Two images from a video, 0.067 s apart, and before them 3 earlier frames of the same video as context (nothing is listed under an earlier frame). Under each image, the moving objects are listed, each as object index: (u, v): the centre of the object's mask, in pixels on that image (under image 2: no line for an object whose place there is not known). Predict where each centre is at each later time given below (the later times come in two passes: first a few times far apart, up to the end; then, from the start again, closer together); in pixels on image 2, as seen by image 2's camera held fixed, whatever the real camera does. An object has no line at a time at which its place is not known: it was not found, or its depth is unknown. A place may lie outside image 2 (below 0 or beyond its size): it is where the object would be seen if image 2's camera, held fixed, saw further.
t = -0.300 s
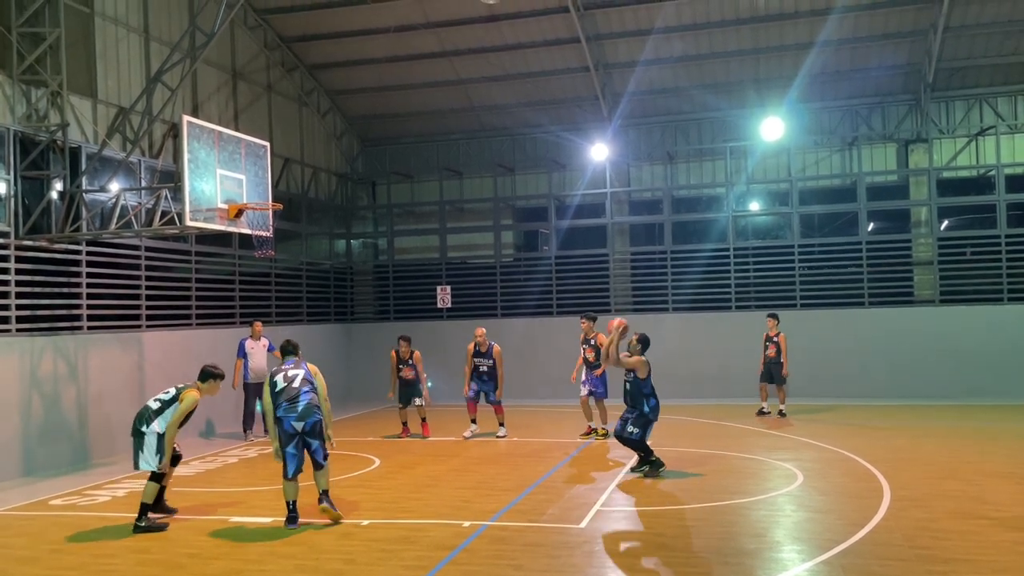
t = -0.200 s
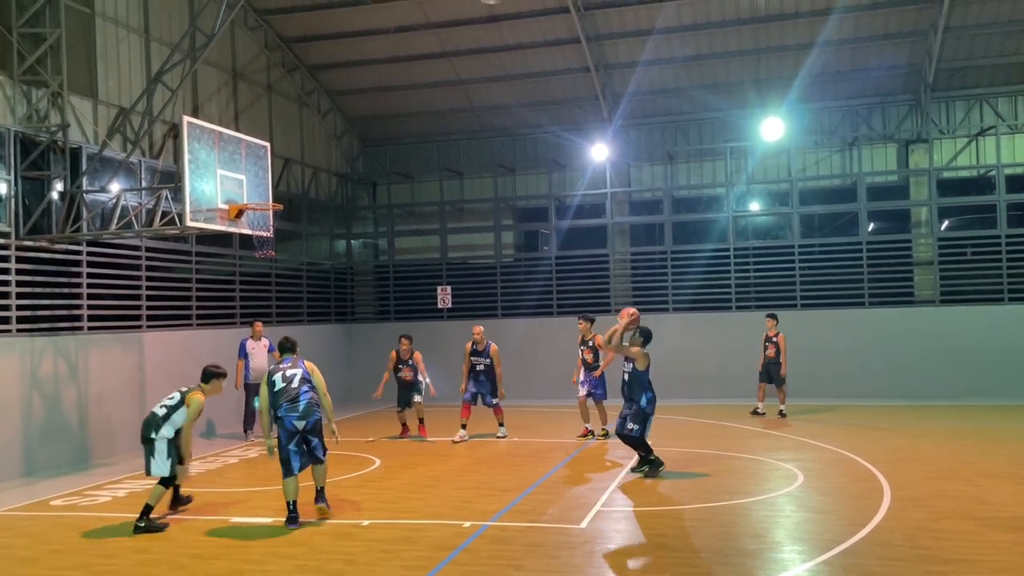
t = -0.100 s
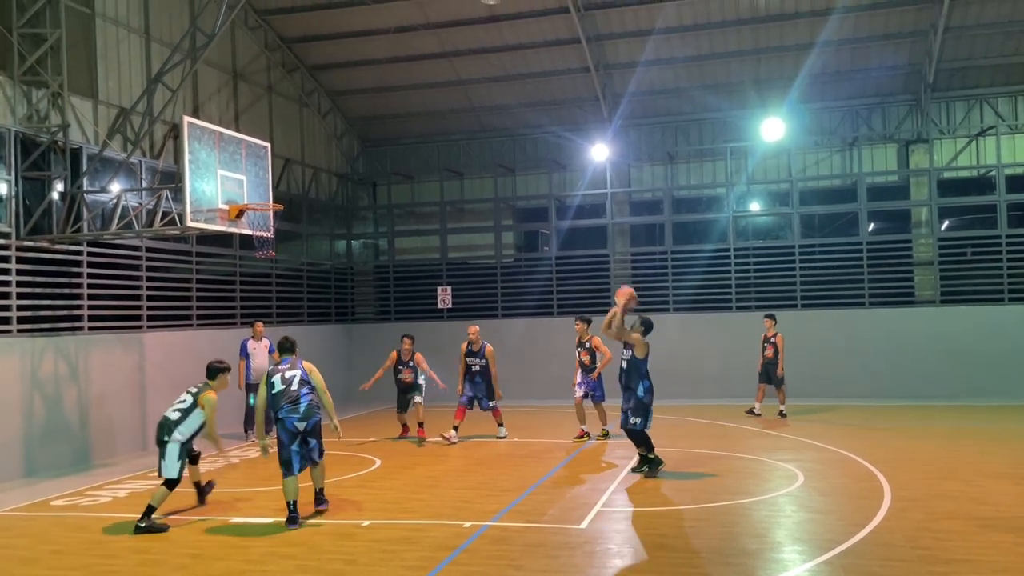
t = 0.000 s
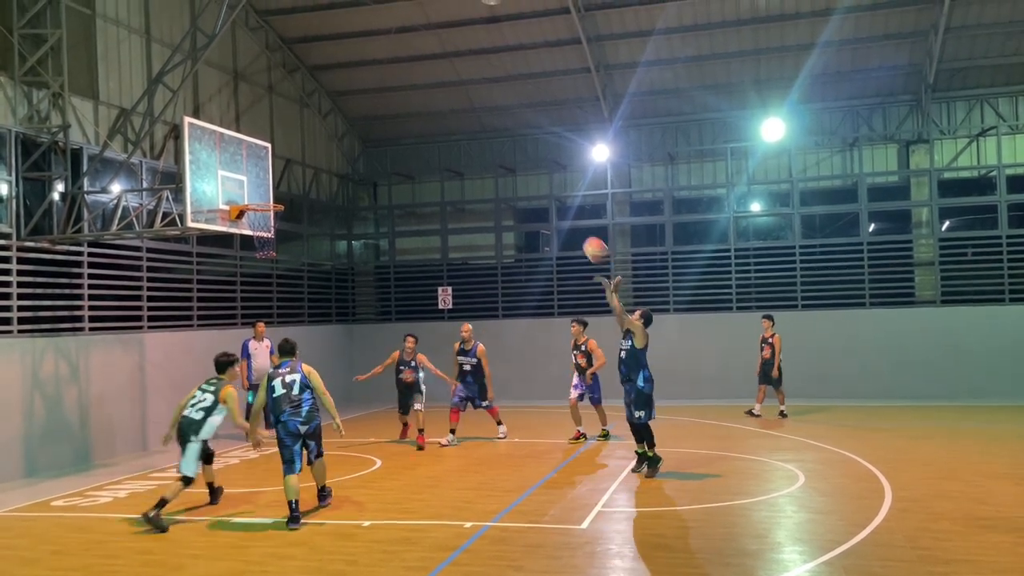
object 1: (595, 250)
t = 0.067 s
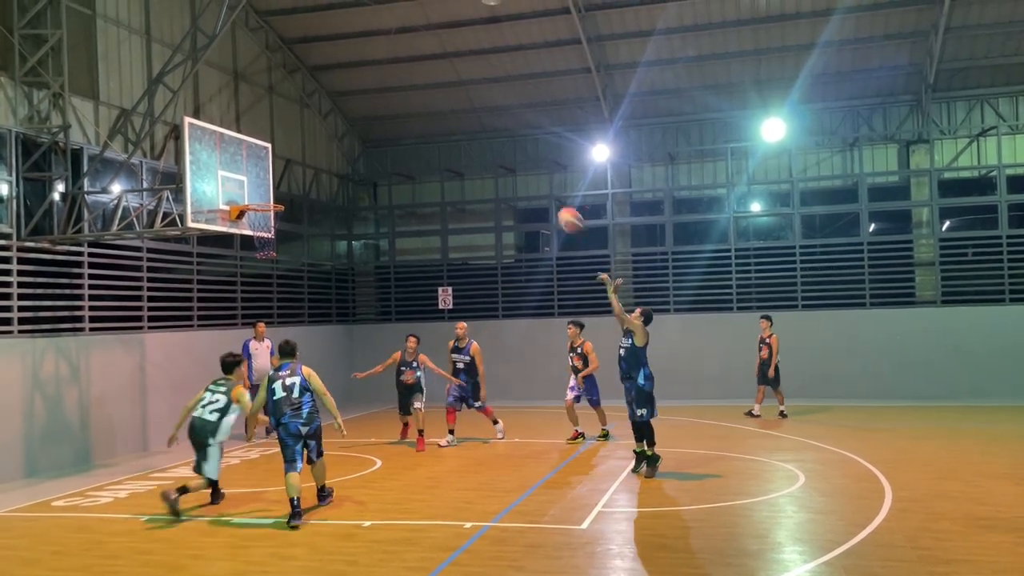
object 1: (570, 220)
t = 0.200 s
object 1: (521, 172)
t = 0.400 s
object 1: (452, 131)
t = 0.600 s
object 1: (389, 126)
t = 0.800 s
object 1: (329, 153)
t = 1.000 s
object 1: (286, 193)
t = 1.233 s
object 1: (302, 183)
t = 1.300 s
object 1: (307, 188)
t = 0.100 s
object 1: (557, 206)
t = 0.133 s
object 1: (545, 194)
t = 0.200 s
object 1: (521, 172)
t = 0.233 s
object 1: (509, 163)
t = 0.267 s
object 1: (497, 155)
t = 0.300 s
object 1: (486, 147)
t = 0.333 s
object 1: (474, 141)
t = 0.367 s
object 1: (463, 136)
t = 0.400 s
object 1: (452, 131)
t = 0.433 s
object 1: (441, 128)
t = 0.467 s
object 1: (431, 126)
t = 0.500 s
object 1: (420, 124)
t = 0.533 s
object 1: (409, 124)
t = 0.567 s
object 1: (399, 125)
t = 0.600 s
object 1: (389, 126)
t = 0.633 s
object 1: (378, 128)
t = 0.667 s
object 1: (368, 131)
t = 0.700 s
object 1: (358, 136)
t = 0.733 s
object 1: (348, 141)
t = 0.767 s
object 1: (338, 147)
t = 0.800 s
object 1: (329, 153)
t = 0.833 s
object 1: (319, 161)
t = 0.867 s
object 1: (310, 169)
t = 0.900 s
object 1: (301, 179)
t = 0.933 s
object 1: (291, 189)
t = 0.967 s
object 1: (283, 198)
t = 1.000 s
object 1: (286, 193)
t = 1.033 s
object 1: (288, 189)
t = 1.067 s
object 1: (290, 186)
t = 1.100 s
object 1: (292, 183)
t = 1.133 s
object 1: (295, 182)
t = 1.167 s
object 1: (298, 182)
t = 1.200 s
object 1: (299, 182)
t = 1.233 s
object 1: (302, 183)
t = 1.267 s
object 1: (304, 185)
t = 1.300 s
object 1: (307, 188)
